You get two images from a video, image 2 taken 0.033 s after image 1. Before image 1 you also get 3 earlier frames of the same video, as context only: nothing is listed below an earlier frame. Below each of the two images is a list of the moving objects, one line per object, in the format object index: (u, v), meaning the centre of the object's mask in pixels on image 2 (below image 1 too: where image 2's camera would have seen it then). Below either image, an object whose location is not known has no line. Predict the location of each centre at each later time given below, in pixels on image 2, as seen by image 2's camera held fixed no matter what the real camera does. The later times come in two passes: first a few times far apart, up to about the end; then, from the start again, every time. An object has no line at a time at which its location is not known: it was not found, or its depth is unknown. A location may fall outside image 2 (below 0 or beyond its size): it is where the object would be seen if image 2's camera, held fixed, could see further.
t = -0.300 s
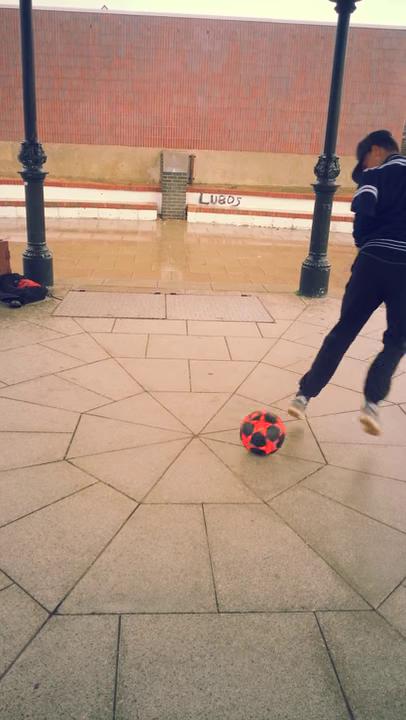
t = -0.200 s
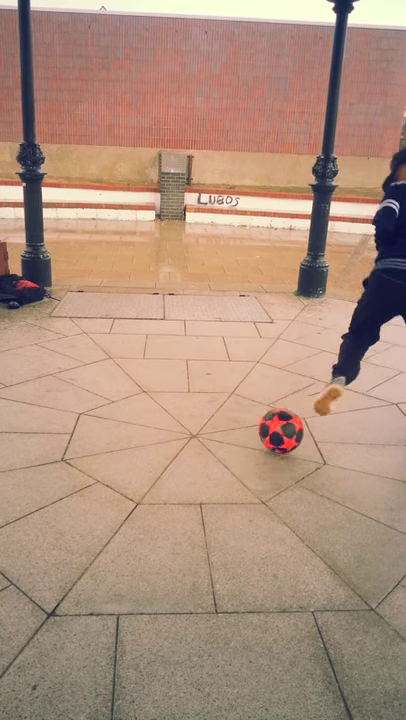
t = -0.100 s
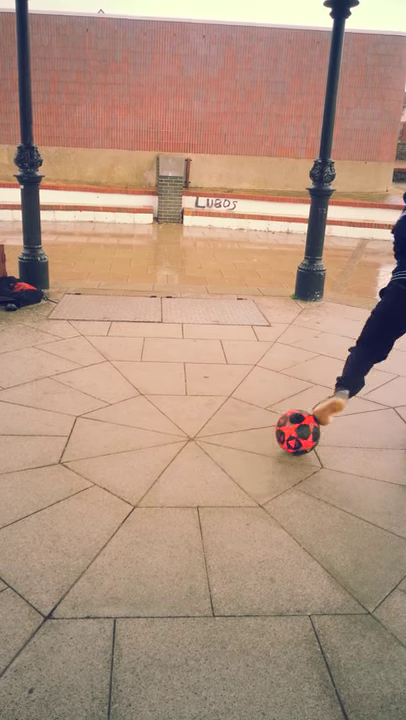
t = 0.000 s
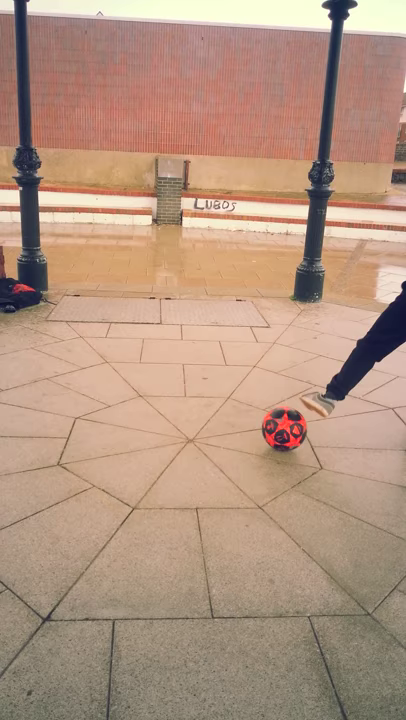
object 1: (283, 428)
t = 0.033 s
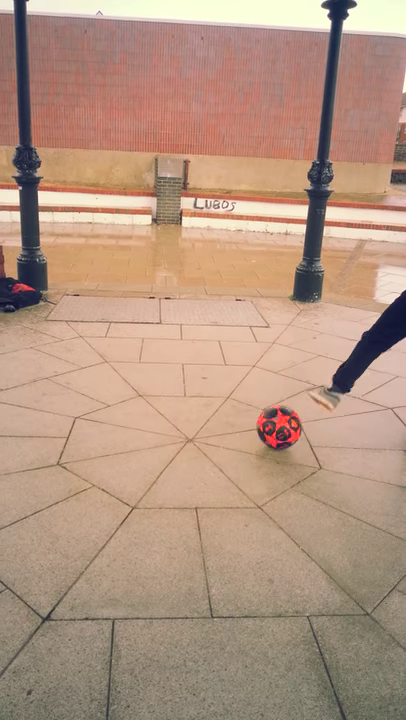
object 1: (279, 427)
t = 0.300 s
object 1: (246, 417)
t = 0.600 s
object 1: (218, 407)
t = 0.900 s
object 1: (195, 397)
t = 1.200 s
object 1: (174, 389)
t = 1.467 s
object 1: (159, 381)
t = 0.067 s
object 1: (274, 426)
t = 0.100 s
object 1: (270, 424)
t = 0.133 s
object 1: (266, 423)
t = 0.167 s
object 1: (262, 422)
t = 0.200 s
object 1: (258, 420)
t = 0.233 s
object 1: (254, 419)
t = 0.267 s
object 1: (250, 418)
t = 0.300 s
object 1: (246, 417)
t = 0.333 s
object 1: (243, 415)
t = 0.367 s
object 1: (239, 414)
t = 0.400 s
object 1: (236, 413)
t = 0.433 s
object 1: (233, 412)
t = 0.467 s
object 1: (230, 411)
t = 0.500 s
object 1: (227, 410)
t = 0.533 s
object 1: (224, 409)
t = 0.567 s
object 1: (221, 407)
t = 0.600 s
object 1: (218, 407)
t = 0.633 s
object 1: (216, 405)
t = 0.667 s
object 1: (213, 404)
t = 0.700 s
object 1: (210, 403)
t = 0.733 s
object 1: (208, 403)
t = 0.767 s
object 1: (205, 402)
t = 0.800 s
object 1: (202, 401)
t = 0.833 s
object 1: (200, 400)
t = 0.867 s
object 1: (197, 398)
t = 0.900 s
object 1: (195, 397)
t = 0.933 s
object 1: (192, 397)
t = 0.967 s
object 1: (189, 395)
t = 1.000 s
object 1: (187, 394)
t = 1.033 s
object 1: (185, 393)
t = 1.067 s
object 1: (182, 393)
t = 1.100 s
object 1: (180, 392)
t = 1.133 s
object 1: (178, 391)
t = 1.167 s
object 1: (176, 390)
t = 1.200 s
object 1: (174, 389)
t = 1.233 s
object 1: (172, 387)
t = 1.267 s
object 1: (170, 386)
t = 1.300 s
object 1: (169, 385)
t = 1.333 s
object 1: (167, 384)
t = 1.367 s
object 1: (165, 383)
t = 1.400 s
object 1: (163, 383)
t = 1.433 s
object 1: (161, 382)
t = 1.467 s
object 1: (159, 381)
